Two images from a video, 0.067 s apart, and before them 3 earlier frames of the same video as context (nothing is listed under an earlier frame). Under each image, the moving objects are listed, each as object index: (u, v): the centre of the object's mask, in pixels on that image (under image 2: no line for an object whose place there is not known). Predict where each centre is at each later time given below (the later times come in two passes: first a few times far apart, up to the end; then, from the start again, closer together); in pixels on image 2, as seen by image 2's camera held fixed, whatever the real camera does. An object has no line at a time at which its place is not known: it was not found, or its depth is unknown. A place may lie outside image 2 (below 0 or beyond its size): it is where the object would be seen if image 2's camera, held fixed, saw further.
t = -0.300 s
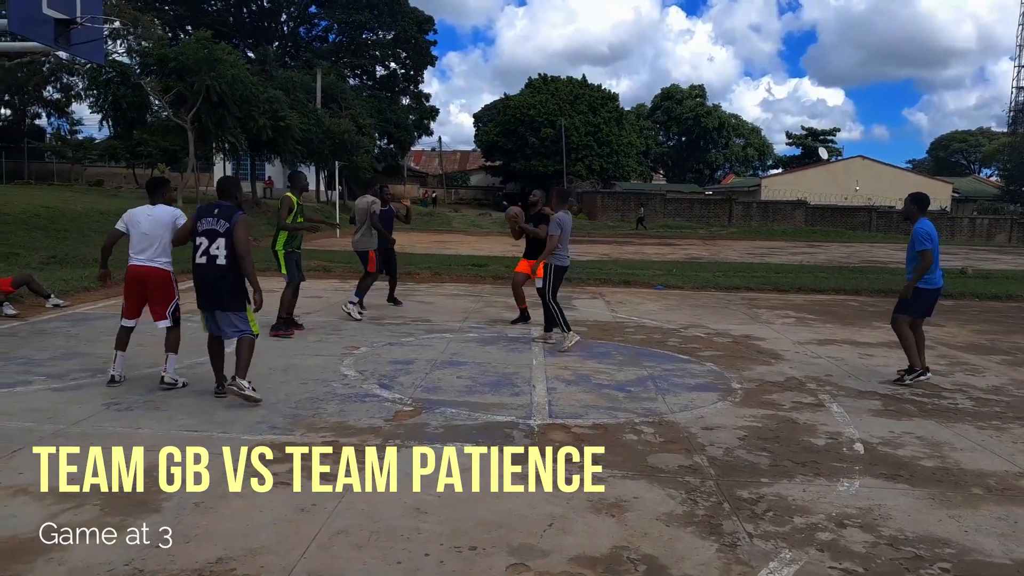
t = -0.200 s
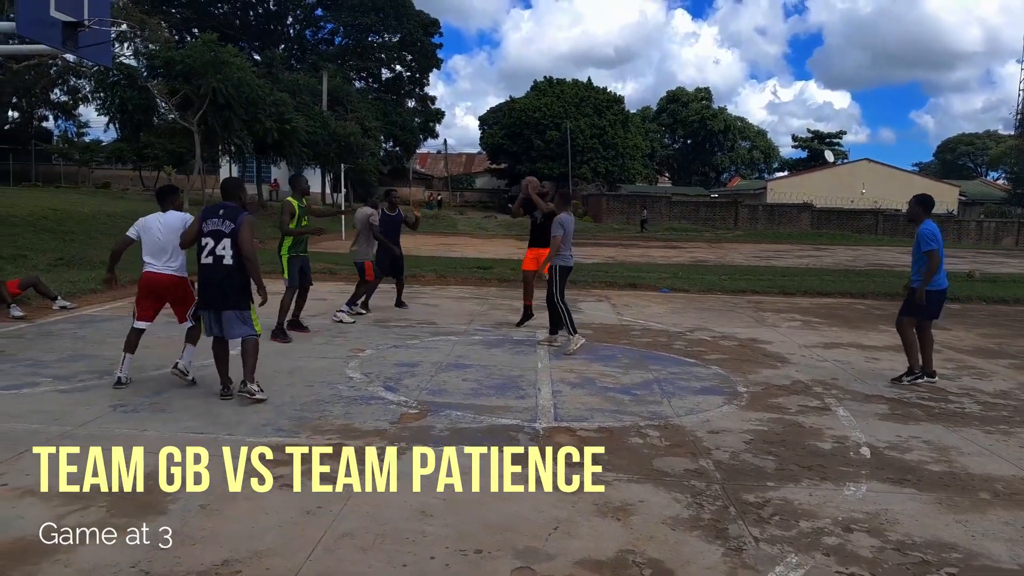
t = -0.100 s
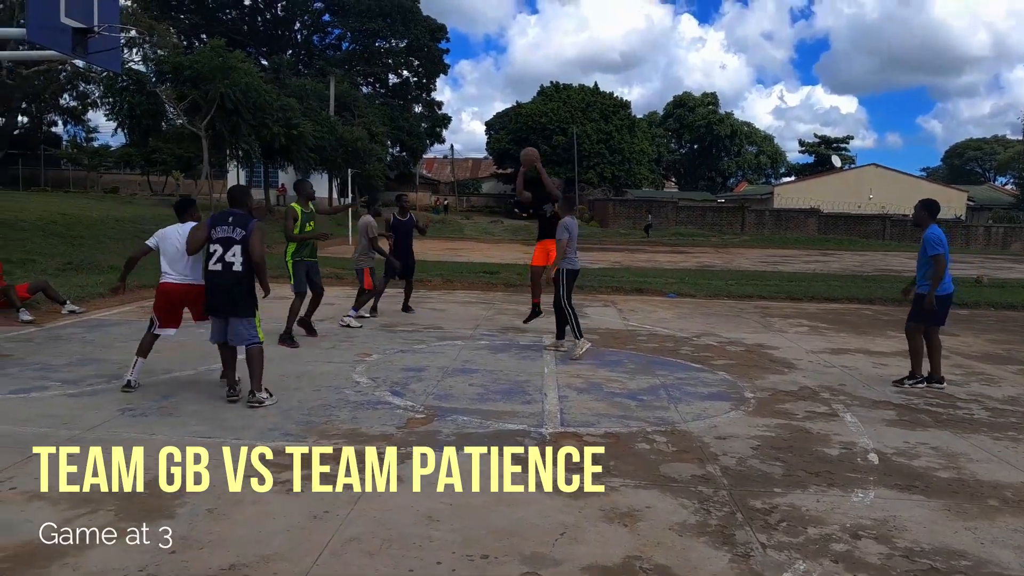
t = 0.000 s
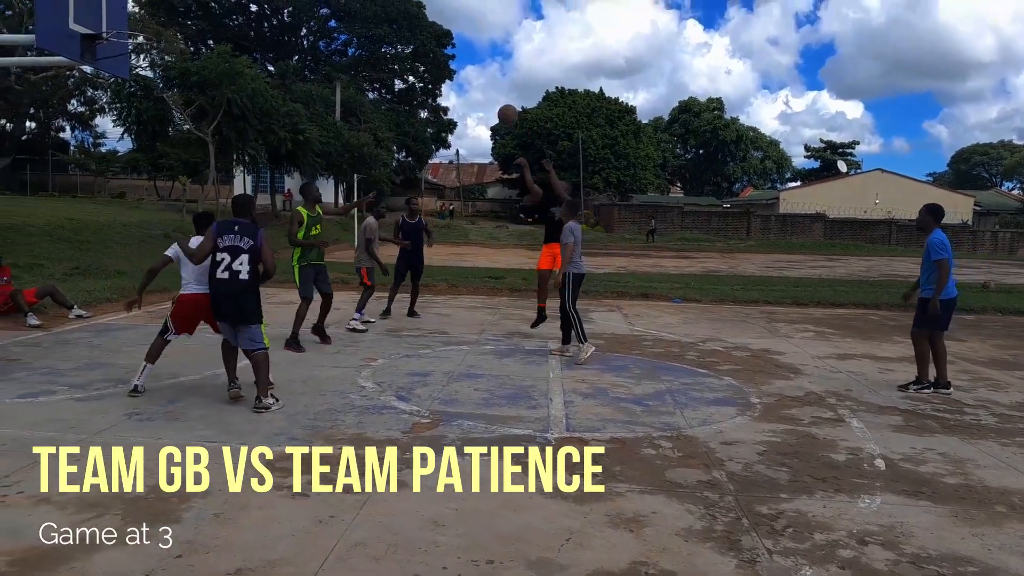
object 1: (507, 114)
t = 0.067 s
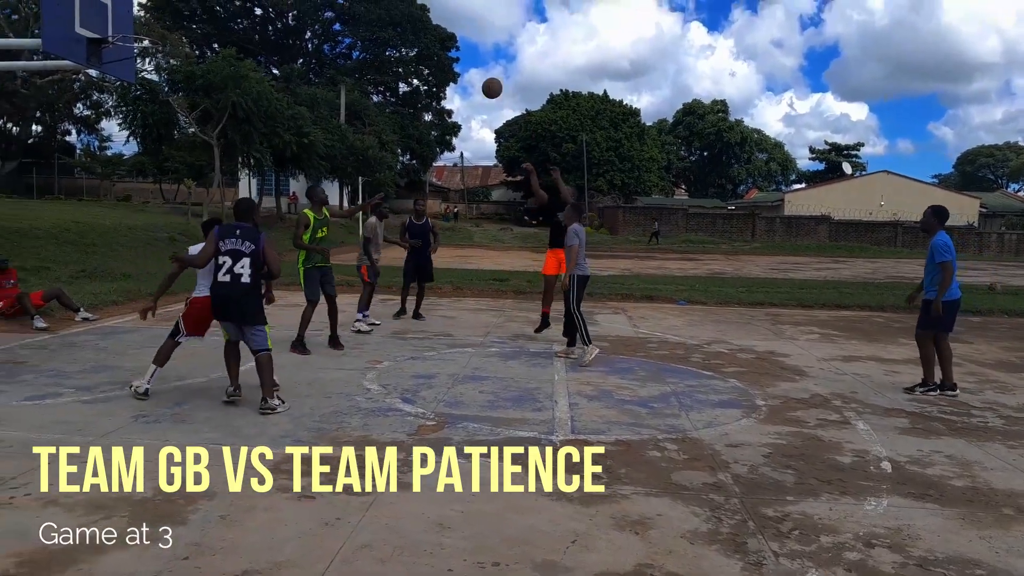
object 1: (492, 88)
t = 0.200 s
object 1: (449, 39)
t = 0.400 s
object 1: (379, -7)
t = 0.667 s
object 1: (273, -20)
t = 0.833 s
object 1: (199, 11)
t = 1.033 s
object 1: (198, 47)
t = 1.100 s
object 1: (216, 60)
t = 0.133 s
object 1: (471, 62)
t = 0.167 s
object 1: (461, 50)
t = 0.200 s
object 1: (449, 39)
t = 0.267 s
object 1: (424, 18)
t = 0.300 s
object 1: (415, 10)
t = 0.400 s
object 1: (379, -7)
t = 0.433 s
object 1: (365, -10)
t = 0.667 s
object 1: (273, -20)
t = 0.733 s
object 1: (246, -12)
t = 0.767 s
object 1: (230, -6)
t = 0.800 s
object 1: (215, 2)
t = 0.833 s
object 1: (199, 11)
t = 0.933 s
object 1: (170, 37)
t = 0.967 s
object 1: (180, 40)
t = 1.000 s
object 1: (188, 42)
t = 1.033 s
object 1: (198, 47)
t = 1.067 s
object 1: (207, 52)
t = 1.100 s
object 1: (216, 60)
